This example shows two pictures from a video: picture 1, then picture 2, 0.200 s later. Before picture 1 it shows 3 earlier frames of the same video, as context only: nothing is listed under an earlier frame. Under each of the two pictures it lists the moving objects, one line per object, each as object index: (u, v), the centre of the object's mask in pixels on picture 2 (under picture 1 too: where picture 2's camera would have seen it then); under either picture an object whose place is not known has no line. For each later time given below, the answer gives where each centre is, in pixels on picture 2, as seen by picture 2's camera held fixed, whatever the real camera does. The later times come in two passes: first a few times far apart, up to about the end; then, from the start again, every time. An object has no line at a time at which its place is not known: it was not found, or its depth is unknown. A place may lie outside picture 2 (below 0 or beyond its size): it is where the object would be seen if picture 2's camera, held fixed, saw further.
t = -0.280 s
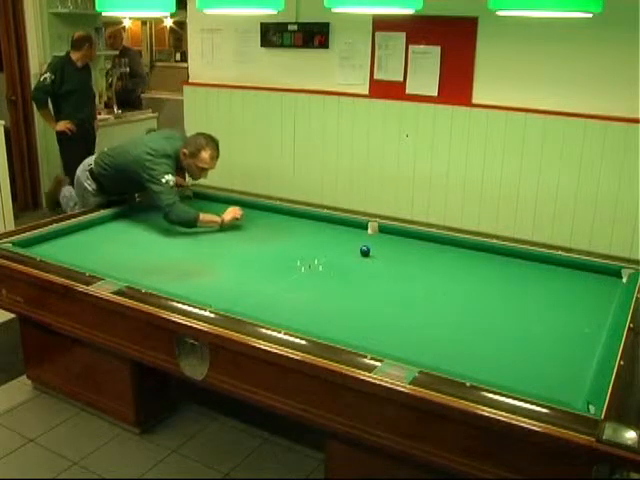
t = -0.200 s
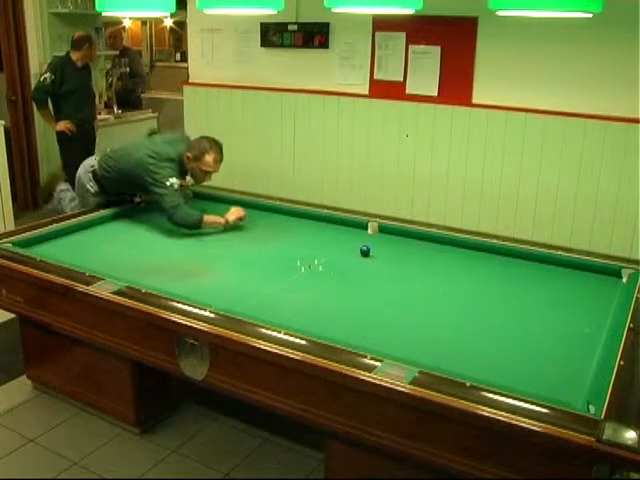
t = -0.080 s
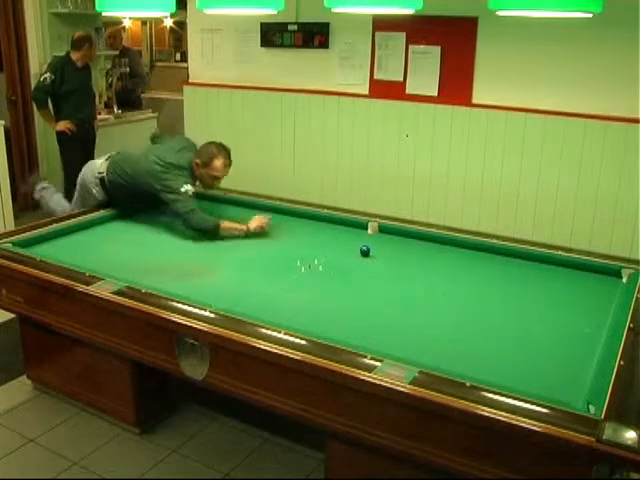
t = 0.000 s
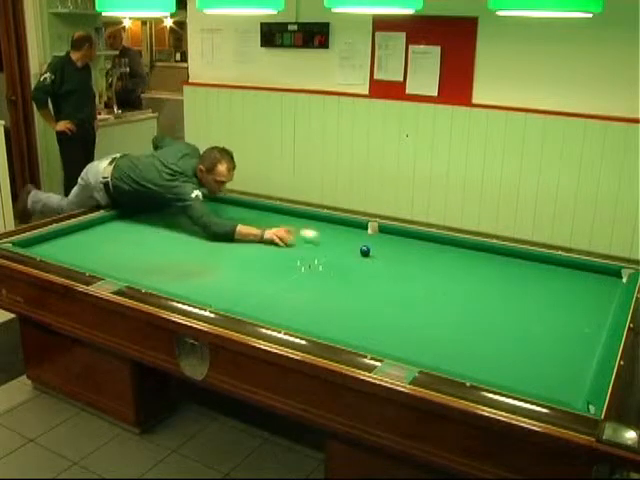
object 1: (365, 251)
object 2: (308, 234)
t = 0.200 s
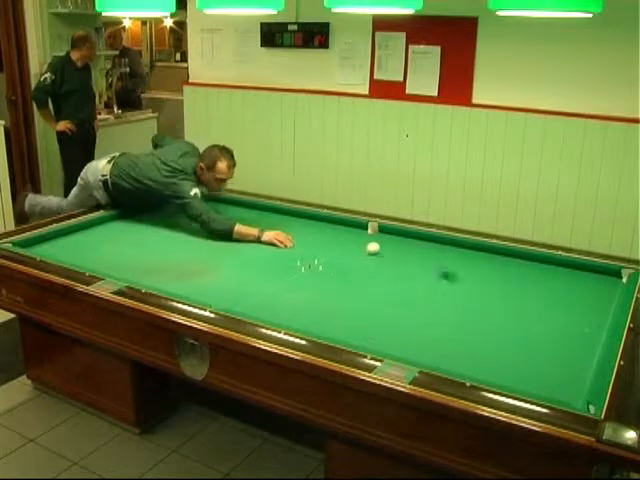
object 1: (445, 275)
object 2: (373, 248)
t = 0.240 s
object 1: (474, 282)
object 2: (377, 248)
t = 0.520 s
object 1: (540, 308)
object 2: (413, 250)
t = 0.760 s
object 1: (416, 285)
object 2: (443, 252)
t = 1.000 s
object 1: (316, 268)
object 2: (472, 253)
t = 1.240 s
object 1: (228, 253)
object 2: (501, 255)
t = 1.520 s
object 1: (139, 237)
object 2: (529, 258)
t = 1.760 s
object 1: (91, 229)
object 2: (548, 264)
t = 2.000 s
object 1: (130, 240)
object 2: (567, 270)
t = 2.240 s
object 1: (168, 251)
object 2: (586, 275)
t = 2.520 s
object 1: (217, 266)
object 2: (609, 282)
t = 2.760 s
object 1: (263, 280)
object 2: (611, 284)
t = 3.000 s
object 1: (314, 295)
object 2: (599, 284)
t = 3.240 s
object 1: (371, 311)
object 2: (588, 284)
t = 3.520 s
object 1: (444, 333)
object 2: (575, 283)
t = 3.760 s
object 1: (513, 353)
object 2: (565, 282)
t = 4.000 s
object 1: (587, 373)
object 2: (555, 282)
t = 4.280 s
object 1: (530, 361)
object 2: (545, 282)
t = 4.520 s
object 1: (486, 352)
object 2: (537, 282)
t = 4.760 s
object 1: (444, 342)
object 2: (529, 281)
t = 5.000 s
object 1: (405, 334)
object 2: (522, 281)
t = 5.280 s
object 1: (363, 325)
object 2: (515, 281)
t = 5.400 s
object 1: (346, 320)
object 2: (512, 281)
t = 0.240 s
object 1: (474, 282)
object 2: (377, 248)
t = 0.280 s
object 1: (504, 291)
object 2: (383, 249)
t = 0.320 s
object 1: (535, 300)
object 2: (387, 249)
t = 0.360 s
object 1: (568, 309)
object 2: (393, 249)
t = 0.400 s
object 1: (600, 317)
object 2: (398, 250)
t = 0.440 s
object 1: (589, 316)
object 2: (402, 250)
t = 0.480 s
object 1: (564, 312)
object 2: (408, 250)
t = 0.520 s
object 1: (540, 308)
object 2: (413, 250)
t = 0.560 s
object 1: (517, 304)
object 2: (418, 251)
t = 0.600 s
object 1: (495, 300)
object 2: (423, 251)
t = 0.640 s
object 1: (473, 295)
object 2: (428, 251)
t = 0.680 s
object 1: (453, 293)
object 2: (433, 251)
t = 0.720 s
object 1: (434, 288)
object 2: (438, 252)
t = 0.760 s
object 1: (416, 285)
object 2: (443, 252)
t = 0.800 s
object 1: (399, 282)
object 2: (448, 252)
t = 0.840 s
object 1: (382, 280)
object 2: (453, 252)
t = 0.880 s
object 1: (365, 277)
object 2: (458, 253)
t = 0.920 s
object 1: (348, 273)
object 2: (463, 253)
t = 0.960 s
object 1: (332, 270)
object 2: (468, 253)
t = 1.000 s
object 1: (316, 268)
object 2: (472, 253)
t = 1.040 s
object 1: (301, 265)
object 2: (477, 254)
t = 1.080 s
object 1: (286, 263)
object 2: (482, 254)
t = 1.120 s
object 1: (271, 261)
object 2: (487, 254)
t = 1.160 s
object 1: (256, 258)
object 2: (491, 254)
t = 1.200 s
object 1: (242, 255)
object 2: (496, 254)
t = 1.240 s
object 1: (228, 253)
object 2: (501, 255)
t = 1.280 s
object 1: (214, 250)
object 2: (506, 255)
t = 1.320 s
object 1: (201, 248)
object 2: (511, 255)
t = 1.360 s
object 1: (188, 246)
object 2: (515, 255)
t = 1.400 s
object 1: (176, 244)
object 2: (519, 256)
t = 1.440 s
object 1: (164, 242)
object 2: (523, 256)
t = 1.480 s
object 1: (151, 239)
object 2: (526, 258)
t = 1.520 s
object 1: (139, 237)
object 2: (529, 258)
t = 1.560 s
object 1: (128, 235)
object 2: (532, 259)
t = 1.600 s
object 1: (117, 233)
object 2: (535, 260)
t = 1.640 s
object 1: (106, 231)
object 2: (538, 261)
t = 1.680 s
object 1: (95, 229)
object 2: (541, 262)
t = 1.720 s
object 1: (85, 227)
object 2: (545, 263)
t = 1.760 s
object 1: (91, 229)
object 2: (548, 264)
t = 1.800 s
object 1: (98, 231)
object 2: (551, 265)
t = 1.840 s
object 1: (105, 232)
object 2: (554, 266)
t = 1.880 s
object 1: (112, 236)
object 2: (557, 267)
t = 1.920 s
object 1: (118, 237)
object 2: (560, 268)
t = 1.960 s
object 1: (124, 238)
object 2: (563, 269)
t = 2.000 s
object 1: (130, 240)
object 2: (567, 270)
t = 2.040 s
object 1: (136, 241)
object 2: (569, 270)
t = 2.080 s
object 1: (142, 244)
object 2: (573, 271)
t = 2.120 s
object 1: (149, 246)
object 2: (576, 273)
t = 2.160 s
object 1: (155, 247)
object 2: (580, 273)
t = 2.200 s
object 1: (162, 250)
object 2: (583, 275)
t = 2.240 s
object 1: (168, 251)
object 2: (586, 275)
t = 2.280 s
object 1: (175, 254)
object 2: (589, 276)
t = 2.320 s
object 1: (182, 256)
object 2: (593, 277)
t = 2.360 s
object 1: (188, 258)
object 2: (596, 278)
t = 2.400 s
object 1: (195, 260)
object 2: (599, 279)
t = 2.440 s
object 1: (202, 262)
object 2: (602, 280)
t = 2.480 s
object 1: (209, 264)
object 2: (605, 281)
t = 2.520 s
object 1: (217, 266)
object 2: (609, 282)
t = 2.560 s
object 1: (224, 268)
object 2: (612, 283)
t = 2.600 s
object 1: (232, 271)
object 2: (615, 283)
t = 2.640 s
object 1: (239, 273)
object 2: (617, 284)
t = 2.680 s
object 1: (247, 275)
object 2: (615, 284)
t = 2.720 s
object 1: (255, 278)
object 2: (613, 284)
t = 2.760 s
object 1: (263, 280)
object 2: (611, 284)
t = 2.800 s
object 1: (271, 282)
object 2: (609, 284)
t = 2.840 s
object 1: (280, 285)
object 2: (607, 284)
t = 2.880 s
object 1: (288, 288)
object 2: (605, 284)
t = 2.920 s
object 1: (297, 290)
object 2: (603, 284)
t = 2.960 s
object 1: (306, 293)
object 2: (601, 284)
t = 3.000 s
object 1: (314, 295)
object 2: (599, 284)
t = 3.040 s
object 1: (324, 298)
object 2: (597, 284)
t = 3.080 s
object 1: (333, 300)
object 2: (595, 283)
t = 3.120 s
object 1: (342, 303)
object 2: (594, 283)
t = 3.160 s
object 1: (352, 306)
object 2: (591, 283)
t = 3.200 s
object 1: (361, 309)
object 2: (589, 284)
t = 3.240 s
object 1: (371, 311)
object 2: (588, 284)
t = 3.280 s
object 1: (381, 314)
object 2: (586, 283)
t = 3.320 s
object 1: (391, 317)
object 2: (584, 283)
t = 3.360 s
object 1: (401, 320)
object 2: (582, 283)
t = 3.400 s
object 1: (412, 324)
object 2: (581, 283)
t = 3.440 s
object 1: (422, 327)
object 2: (579, 283)
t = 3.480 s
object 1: (433, 330)
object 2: (577, 283)
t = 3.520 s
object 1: (444, 333)
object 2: (575, 283)
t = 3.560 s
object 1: (455, 336)
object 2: (574, 283)
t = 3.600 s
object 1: (466, 339)
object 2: (572, 283)
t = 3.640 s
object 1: (477, 343)
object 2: (570, 282)
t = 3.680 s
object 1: (488, 346)
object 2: (568, 283)
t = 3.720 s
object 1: (501, 350)
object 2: (567, 282)
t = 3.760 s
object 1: (513, 353)
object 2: (565, 282)
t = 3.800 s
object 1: (525, 356)
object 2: (563, 283)
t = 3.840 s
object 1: (537, 360)
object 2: (562, 282)
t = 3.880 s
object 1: (549, 362)
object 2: (560, 282)
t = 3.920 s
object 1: (562, 367)
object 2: (558, 282)
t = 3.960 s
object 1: (575, 370)
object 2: (557, 282)
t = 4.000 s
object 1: (587, 373)
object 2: (555, 282)
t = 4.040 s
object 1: (581, 373)
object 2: (554, 282)
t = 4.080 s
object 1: (571, 369)
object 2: (553, 282)
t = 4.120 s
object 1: (562, 368)
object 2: (551, 282)
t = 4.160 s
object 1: (554, 366)
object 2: (549, 282)
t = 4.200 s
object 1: (546, 364)
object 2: (548, 282)
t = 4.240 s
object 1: (538, 363)
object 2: (546, 282)
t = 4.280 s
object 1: (530, 361)
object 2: (545, 282)
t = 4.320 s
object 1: (523, 360)
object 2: (543, 282)
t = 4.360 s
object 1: (516, 359)
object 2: (542, 282)
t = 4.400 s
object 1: (508, 357)
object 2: (541, 282)
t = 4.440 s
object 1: (501, 356)
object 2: (539, 282)
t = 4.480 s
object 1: (493, 354)
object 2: (538, 282)
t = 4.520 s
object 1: (486, 352)
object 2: (537, 282)
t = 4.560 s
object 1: (479, 350)
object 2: (535, 281)
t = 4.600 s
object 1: (472, 349)
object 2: (534, 282)
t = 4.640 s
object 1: (465, 348)
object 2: (533, 281)
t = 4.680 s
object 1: (458, 346)
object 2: (531, 281)
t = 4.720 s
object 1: (451, 344)
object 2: (530, 281)
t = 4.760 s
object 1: (444, 342)
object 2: (529, 281)
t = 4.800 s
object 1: (438, 341)
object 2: (528, 281)
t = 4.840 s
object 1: (431, 339)
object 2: (527, 281)
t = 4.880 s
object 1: (425, 338)
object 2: (525, 281)
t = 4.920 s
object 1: (418, 336)
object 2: (524, 281)
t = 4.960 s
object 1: (412, 335)
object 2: (523, 281)
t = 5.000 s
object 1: (405, 334)
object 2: (522, 281)
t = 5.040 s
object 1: (399, 332)
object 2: (521, 281)
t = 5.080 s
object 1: (393, 331)
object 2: (520, 281)
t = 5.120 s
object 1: (387, 330)
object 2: (519, 281)
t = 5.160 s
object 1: (381, 328)
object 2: (518, 281)
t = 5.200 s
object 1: (375, 327)
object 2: (517, 281)
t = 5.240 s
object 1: (369, 326)
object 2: (516, 281)
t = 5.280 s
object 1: (363, 325)
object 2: (515, 281)
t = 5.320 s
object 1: (358, 324)
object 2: (514, 281)
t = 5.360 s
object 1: (352, 322)
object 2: (513, 281)
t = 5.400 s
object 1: (346, 320)
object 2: (512, 281)
